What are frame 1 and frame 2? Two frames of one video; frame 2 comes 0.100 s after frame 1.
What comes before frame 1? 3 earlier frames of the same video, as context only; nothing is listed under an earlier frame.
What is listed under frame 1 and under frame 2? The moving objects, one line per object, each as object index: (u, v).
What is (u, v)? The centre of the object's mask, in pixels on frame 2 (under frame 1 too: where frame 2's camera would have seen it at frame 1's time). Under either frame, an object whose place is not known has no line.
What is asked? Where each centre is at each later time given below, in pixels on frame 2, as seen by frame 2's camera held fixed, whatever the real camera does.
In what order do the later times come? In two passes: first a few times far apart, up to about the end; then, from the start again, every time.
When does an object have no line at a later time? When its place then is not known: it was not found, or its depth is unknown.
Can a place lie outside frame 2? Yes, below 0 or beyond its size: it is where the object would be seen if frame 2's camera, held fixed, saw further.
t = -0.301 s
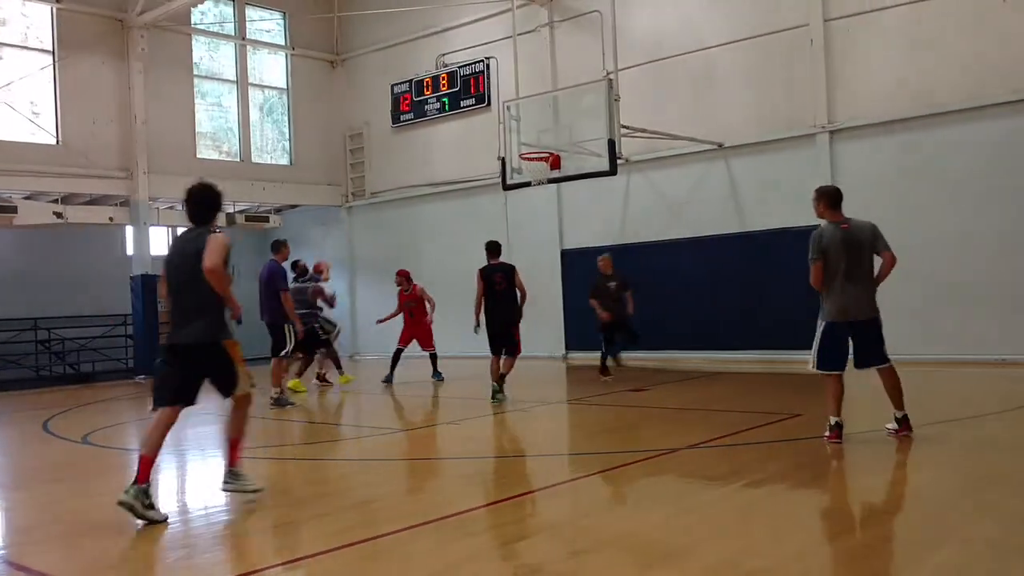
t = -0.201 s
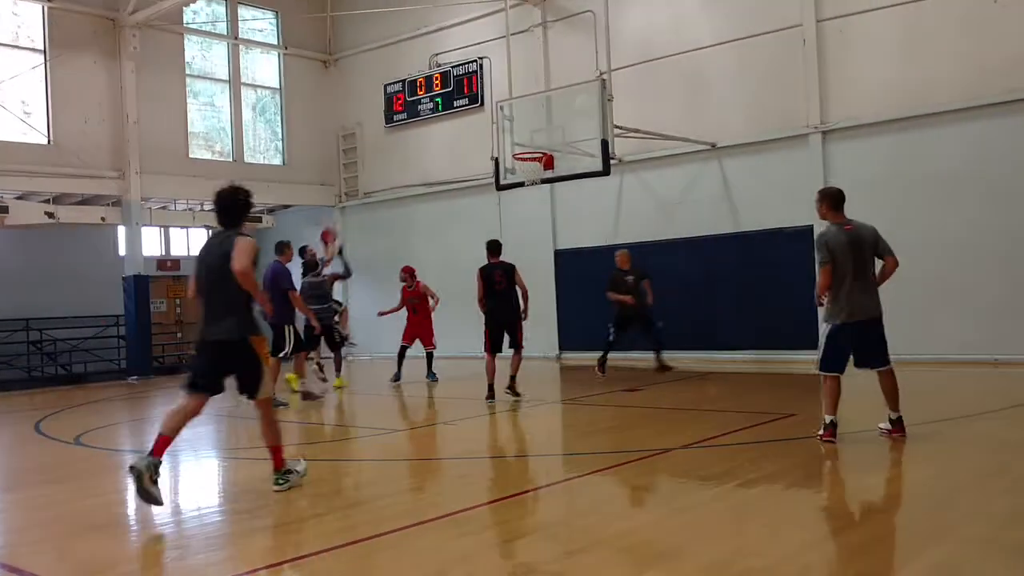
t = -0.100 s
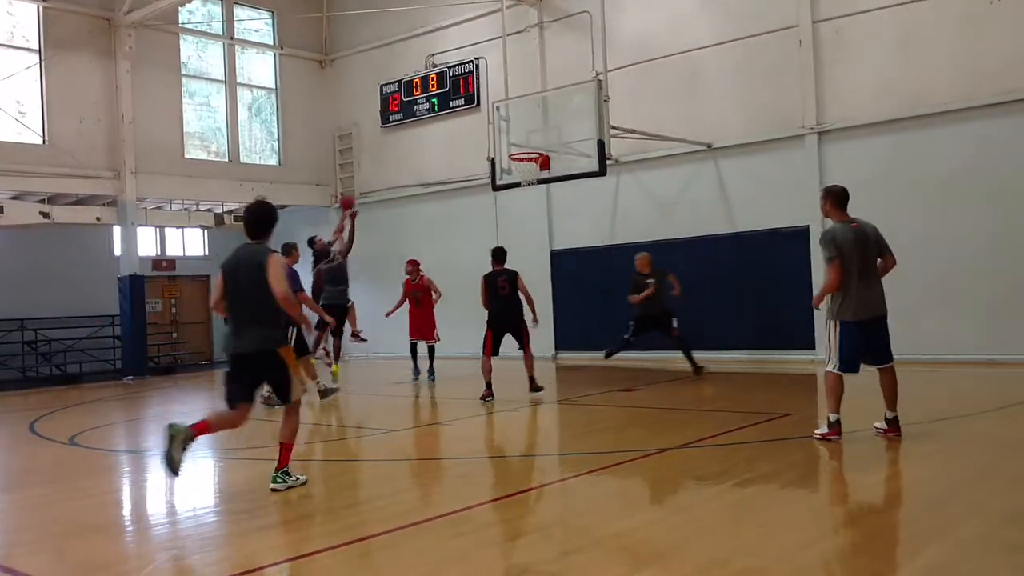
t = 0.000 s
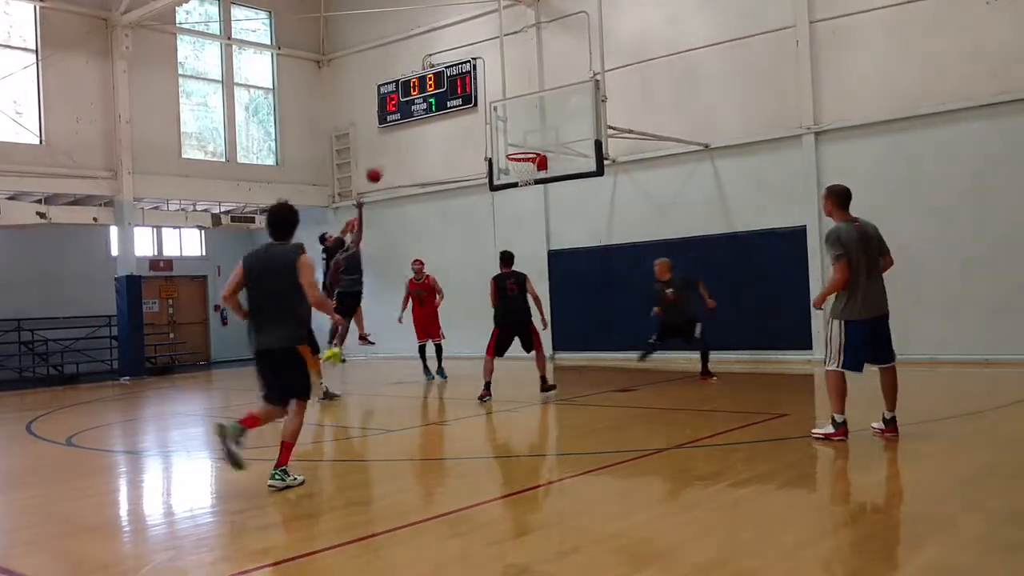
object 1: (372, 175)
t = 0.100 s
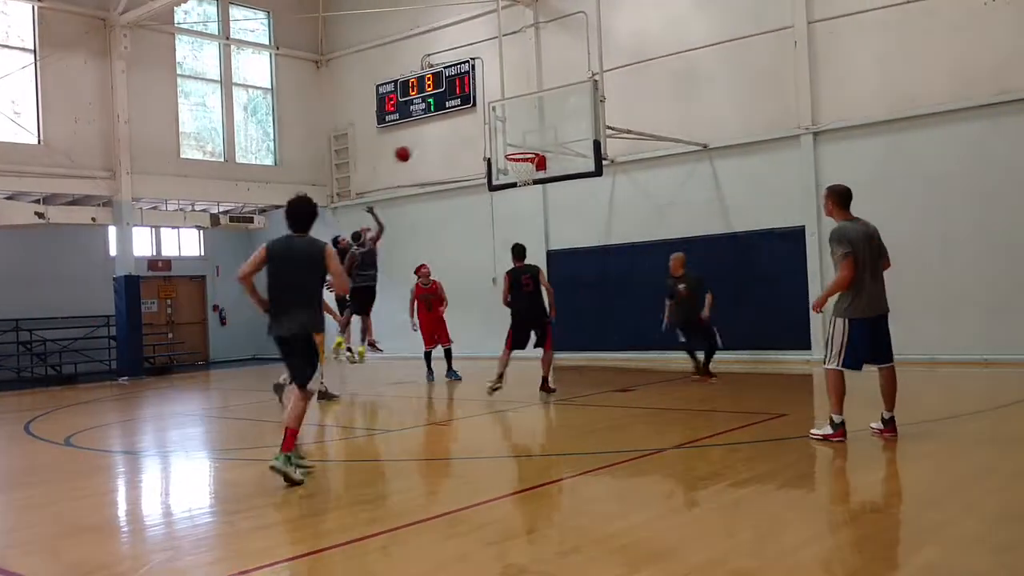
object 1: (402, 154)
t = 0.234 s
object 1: (444, 135)
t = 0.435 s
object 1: (493, 127)
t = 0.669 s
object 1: (511, 146)
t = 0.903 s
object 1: (518, 133)
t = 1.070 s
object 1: (524, 146)
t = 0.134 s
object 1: (413, 148)
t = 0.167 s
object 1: (423, 143)
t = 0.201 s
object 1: (433, 139)
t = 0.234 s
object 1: (444, 135)
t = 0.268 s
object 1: (454, 132)
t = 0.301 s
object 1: (465, 130)
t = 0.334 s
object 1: (476, 128)
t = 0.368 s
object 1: (487, 128)
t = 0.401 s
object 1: (491, 127)
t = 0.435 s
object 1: (493, 127)
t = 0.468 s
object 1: (495, 127)
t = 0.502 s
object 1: (498, 129)
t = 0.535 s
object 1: (500, 130)
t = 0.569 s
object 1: (503, 133)
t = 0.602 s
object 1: (506, 137)
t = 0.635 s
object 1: (509, 141)
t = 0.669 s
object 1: (511, 146)
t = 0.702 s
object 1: (512, 143)
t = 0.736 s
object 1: (513, 139)
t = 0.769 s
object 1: (514, 136)
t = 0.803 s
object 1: (515, 135)
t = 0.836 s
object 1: (516, 134)
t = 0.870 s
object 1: (516, 133)
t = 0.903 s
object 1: (518, 133)
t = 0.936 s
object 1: (519, 135)
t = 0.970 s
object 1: (520, 137)
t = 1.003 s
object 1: (521, 140)
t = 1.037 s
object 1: (522, 143)
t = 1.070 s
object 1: (524, 146)
